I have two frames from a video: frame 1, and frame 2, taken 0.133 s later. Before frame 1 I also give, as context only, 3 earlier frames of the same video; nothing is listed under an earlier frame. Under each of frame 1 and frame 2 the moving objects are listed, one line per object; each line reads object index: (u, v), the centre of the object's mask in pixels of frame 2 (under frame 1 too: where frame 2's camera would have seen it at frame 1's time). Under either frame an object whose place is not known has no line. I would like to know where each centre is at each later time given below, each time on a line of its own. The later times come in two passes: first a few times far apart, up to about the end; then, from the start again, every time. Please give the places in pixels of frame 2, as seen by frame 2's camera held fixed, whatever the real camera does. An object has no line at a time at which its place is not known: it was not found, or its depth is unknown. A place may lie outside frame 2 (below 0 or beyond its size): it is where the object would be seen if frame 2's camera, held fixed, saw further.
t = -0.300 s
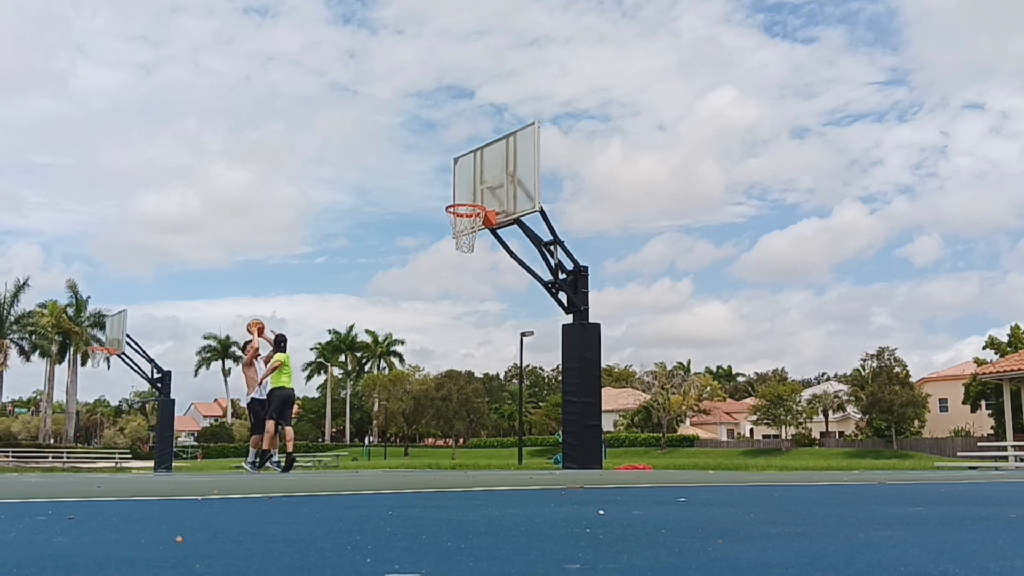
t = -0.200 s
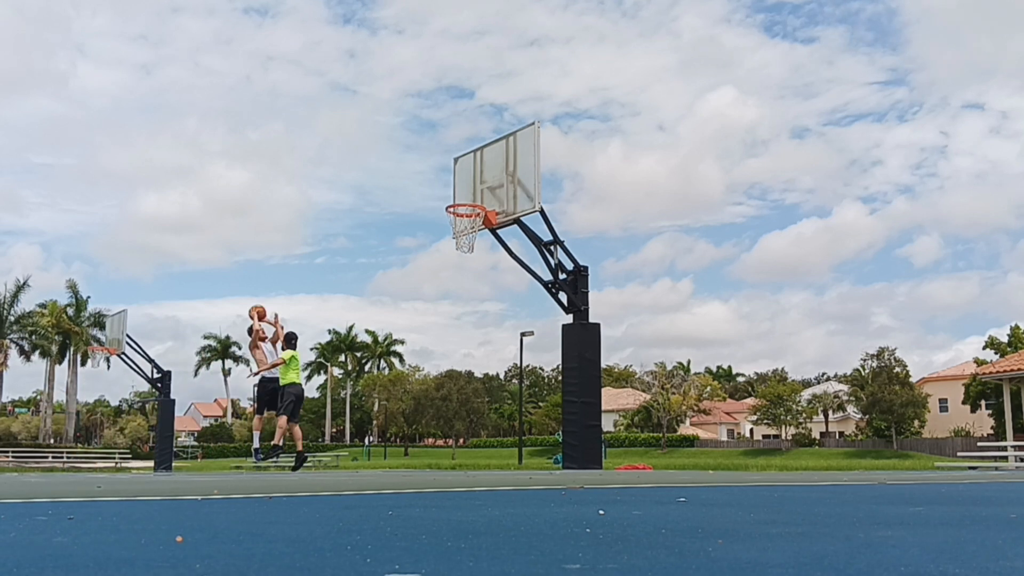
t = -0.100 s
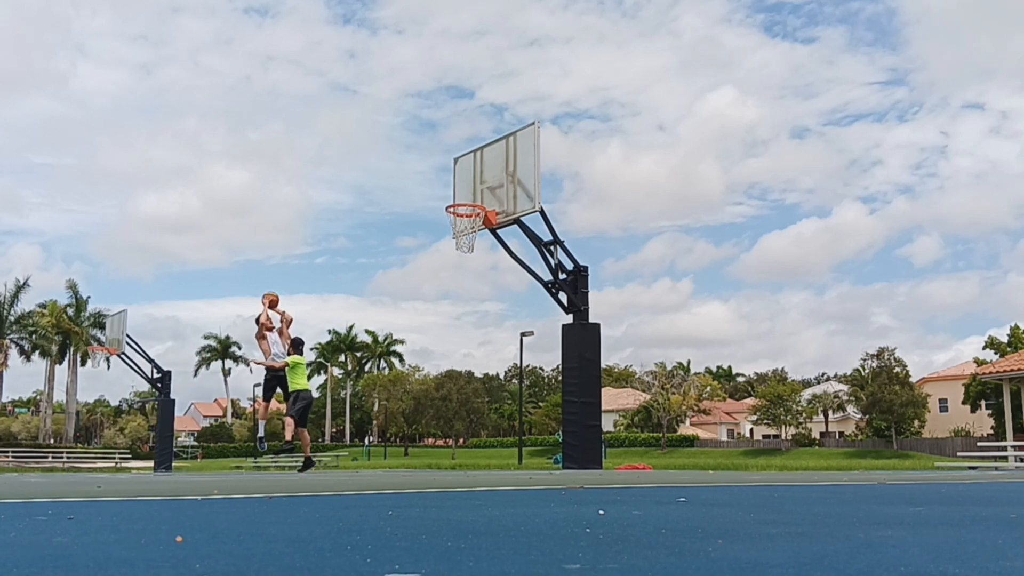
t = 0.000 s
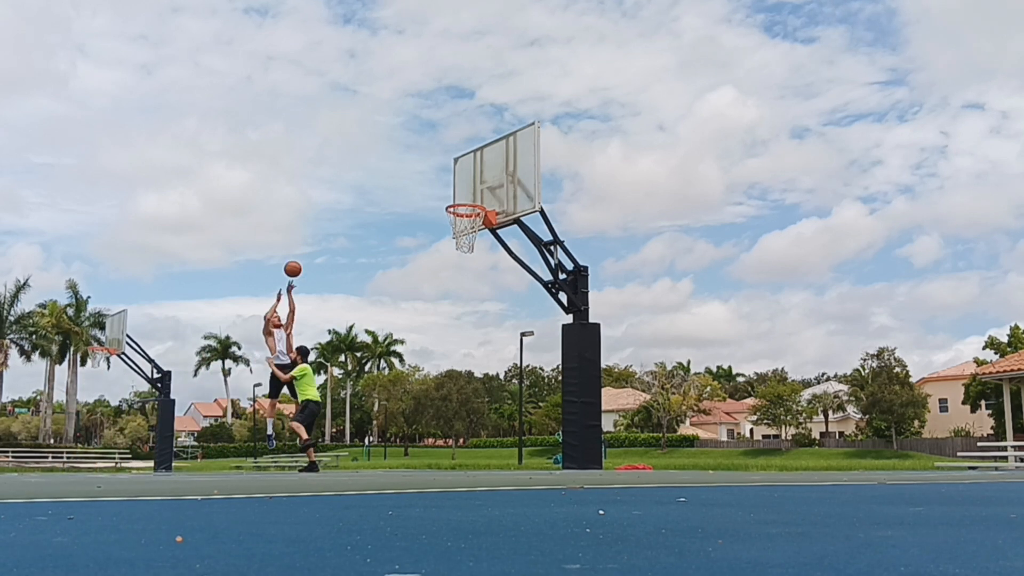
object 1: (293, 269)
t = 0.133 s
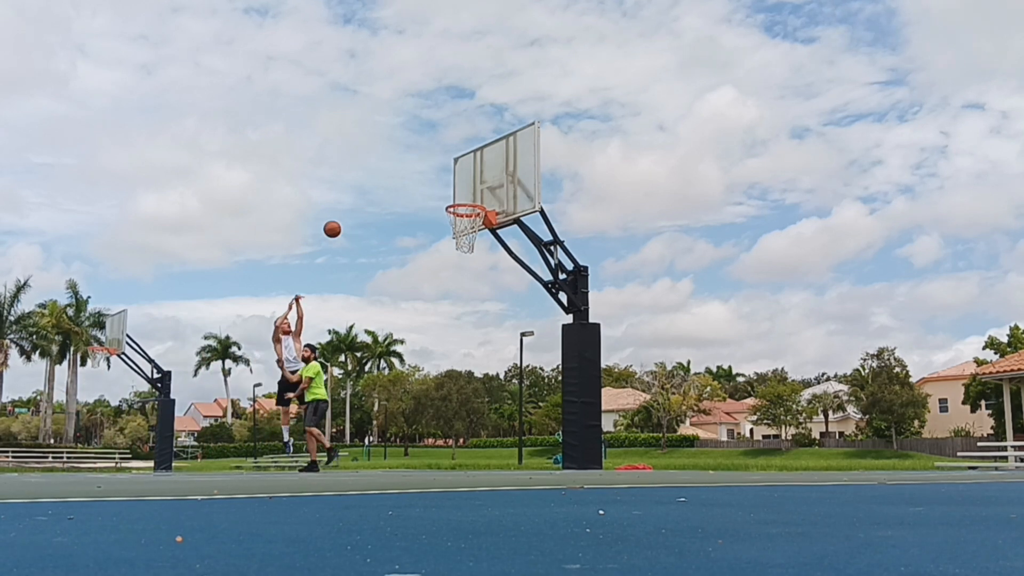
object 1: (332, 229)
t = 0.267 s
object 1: (372, 200)
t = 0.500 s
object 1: (446, 176)
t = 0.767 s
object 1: (449, 190)
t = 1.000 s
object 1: (454, 178)
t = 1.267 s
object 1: (461, 196)
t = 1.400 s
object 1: (463, 229)
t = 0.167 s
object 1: (342, 221)
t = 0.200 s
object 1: (352, 213)
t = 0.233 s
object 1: (362, 206)
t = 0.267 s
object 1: (372, 200)
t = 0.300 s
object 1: (383, 194)
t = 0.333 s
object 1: (393, 189)
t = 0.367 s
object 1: (404, 185)
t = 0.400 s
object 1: (414, 181)
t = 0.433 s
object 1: (425, 179)
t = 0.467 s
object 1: (435, 177)
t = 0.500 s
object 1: (446, 176)
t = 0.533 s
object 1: (450, 175)
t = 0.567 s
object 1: (449, 174)
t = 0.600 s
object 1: (449, 174)
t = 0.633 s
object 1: (449, 176)
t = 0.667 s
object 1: (449, 178)
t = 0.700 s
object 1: (449, 181)
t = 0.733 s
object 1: (449, 185)
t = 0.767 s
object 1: (449, 190)
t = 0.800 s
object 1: (449, 195)
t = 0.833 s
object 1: (450, 196)
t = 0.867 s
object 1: (450, 191)
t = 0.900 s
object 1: (451, 186)
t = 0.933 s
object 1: (452, 182)
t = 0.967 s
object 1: (453, 180)
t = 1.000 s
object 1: (454, 178)
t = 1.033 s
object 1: (455, 177)
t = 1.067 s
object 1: (456, 177)
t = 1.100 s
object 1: (457, 178)
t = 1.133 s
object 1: (458, 179)
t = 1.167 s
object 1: (458, 182)
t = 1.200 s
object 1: (459, 186)
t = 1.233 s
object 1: (460, 191)
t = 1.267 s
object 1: (461, 196)
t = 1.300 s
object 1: (462, 203)
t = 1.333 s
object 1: (462, 210)
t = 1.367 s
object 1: (463, 219)
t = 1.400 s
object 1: (463, 229)
